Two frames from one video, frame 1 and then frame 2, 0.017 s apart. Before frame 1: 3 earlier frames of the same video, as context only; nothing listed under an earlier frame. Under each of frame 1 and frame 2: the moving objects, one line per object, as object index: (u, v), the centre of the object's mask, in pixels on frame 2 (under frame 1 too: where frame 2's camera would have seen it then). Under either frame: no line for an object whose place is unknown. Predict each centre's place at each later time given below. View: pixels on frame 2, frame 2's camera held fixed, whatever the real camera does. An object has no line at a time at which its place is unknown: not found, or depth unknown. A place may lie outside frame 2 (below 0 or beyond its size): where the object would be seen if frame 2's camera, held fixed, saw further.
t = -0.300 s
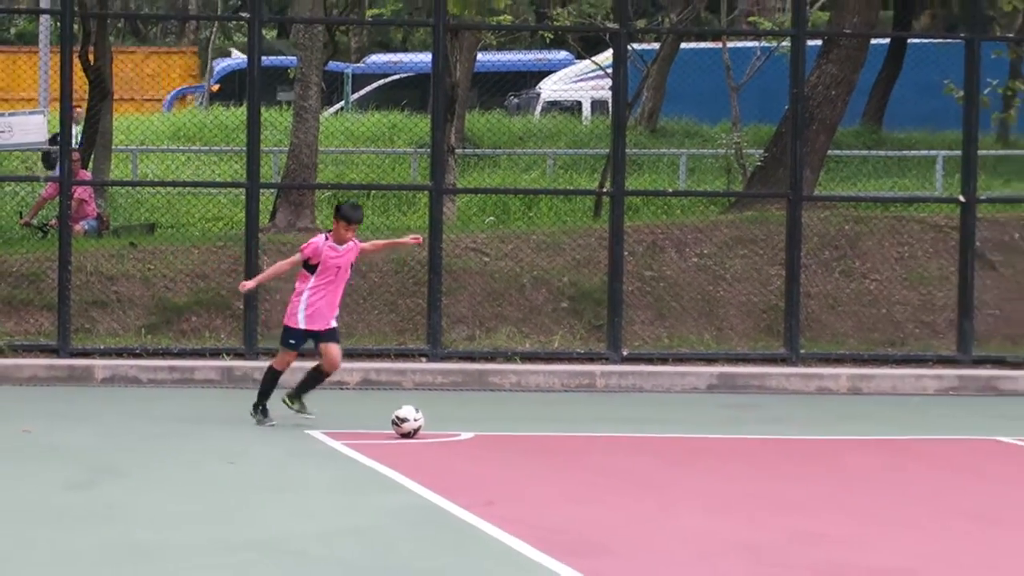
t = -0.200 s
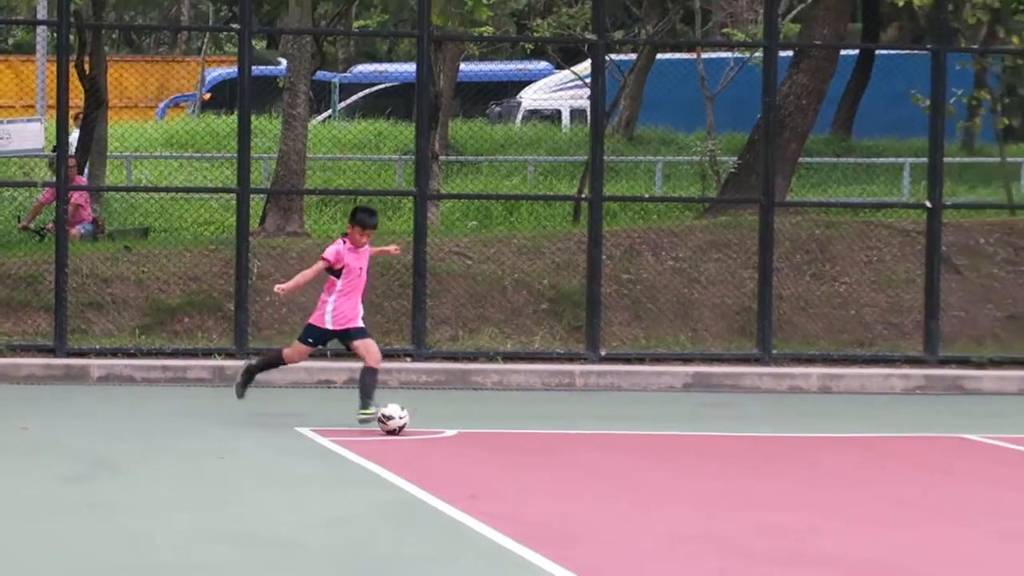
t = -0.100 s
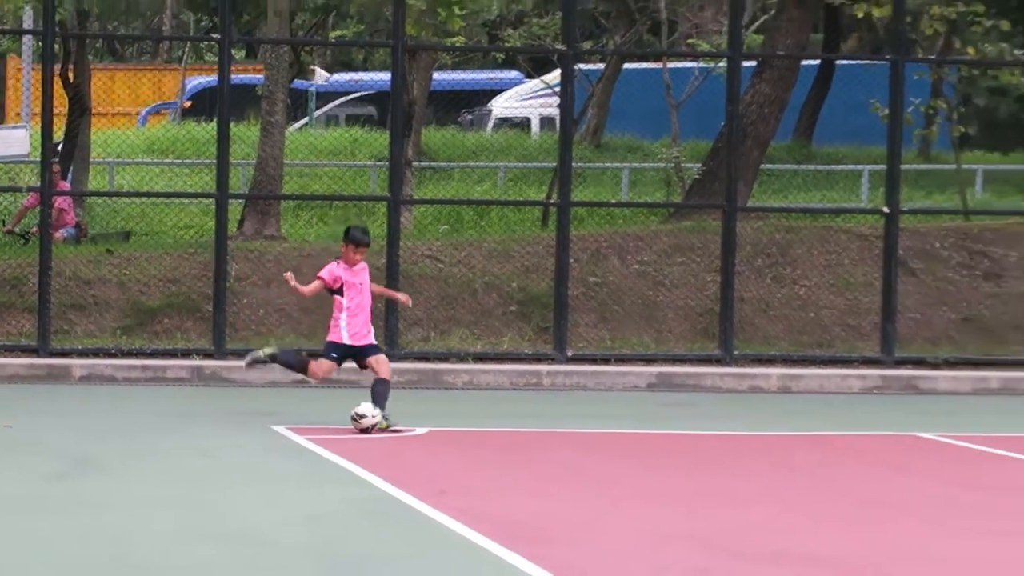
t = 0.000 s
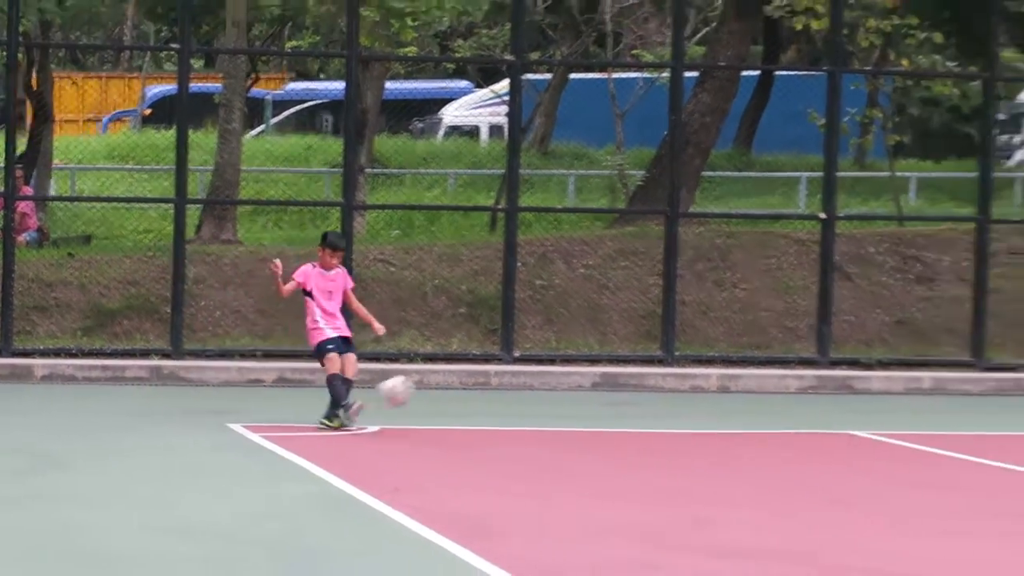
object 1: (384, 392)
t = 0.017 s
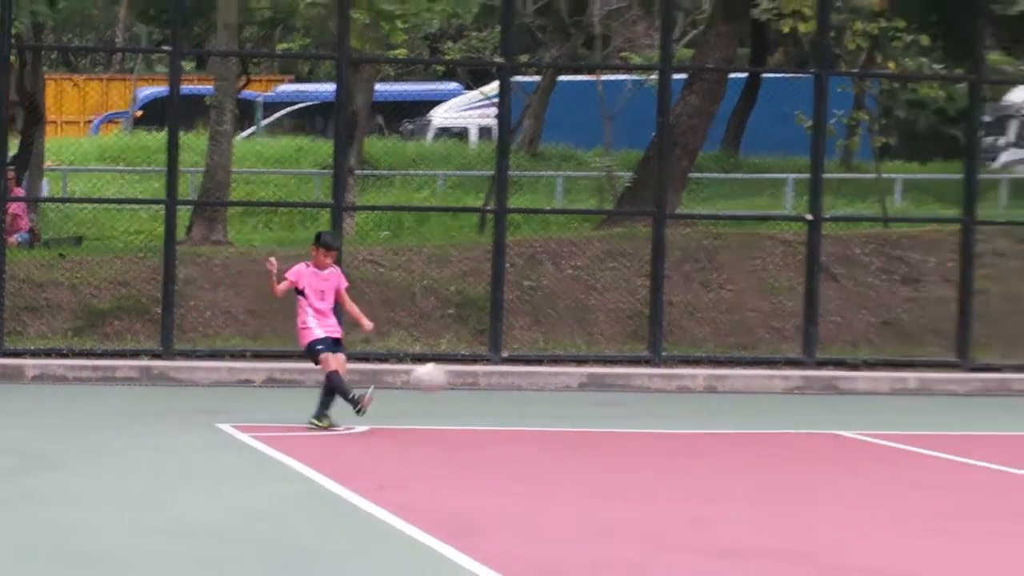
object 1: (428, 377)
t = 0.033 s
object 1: (476, 360)
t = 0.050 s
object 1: (521, 350)
